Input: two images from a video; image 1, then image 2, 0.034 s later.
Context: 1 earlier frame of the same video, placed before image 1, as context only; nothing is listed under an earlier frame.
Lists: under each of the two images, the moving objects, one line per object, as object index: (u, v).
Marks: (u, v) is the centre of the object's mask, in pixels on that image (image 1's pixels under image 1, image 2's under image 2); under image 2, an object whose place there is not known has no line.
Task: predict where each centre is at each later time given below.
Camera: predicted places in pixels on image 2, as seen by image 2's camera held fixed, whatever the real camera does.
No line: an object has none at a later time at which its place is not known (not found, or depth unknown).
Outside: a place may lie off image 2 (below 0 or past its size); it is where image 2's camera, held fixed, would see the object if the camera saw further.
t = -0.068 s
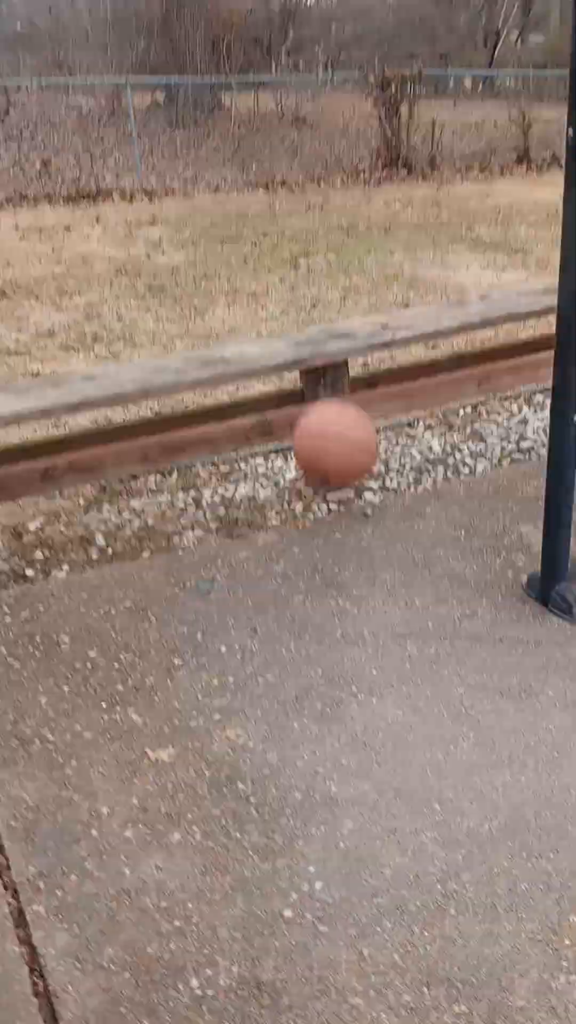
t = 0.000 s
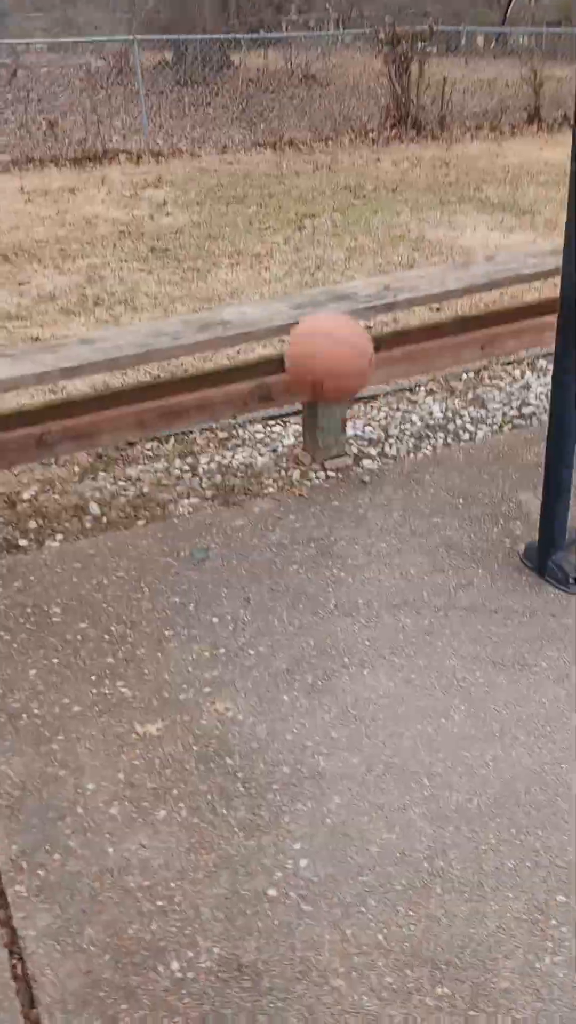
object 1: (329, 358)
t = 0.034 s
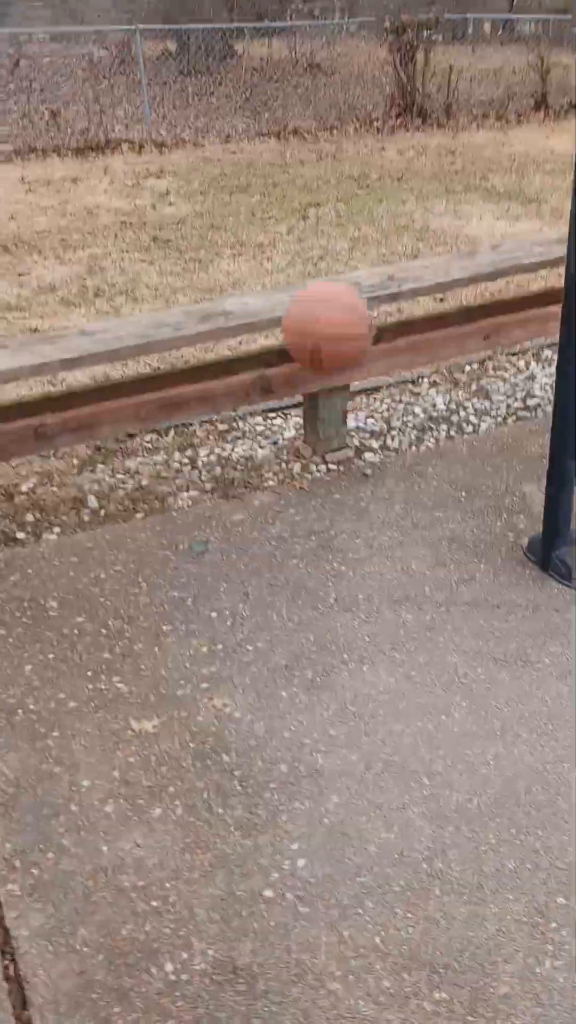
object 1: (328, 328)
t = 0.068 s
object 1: (321, 306)
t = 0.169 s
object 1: (322, 282)
